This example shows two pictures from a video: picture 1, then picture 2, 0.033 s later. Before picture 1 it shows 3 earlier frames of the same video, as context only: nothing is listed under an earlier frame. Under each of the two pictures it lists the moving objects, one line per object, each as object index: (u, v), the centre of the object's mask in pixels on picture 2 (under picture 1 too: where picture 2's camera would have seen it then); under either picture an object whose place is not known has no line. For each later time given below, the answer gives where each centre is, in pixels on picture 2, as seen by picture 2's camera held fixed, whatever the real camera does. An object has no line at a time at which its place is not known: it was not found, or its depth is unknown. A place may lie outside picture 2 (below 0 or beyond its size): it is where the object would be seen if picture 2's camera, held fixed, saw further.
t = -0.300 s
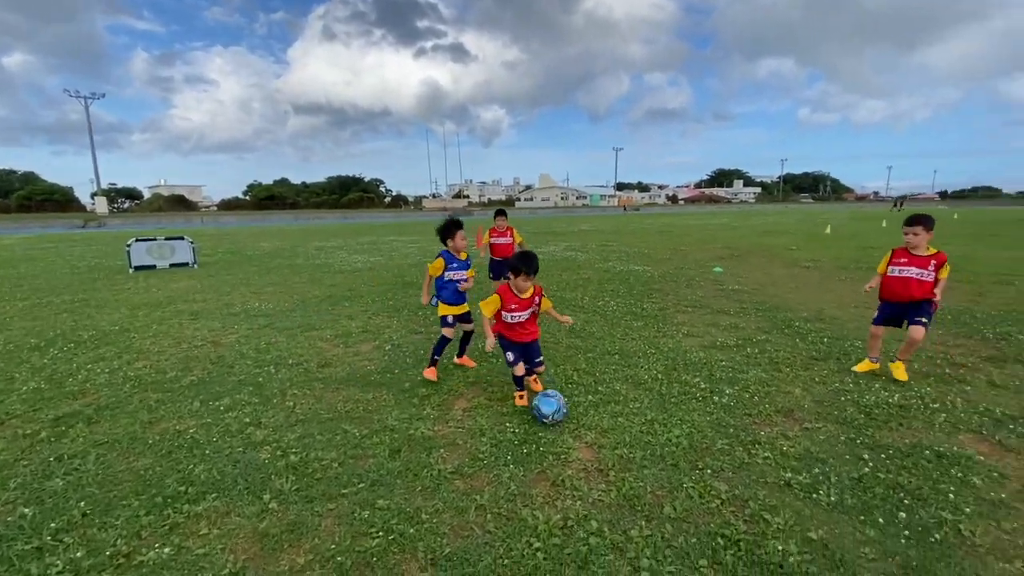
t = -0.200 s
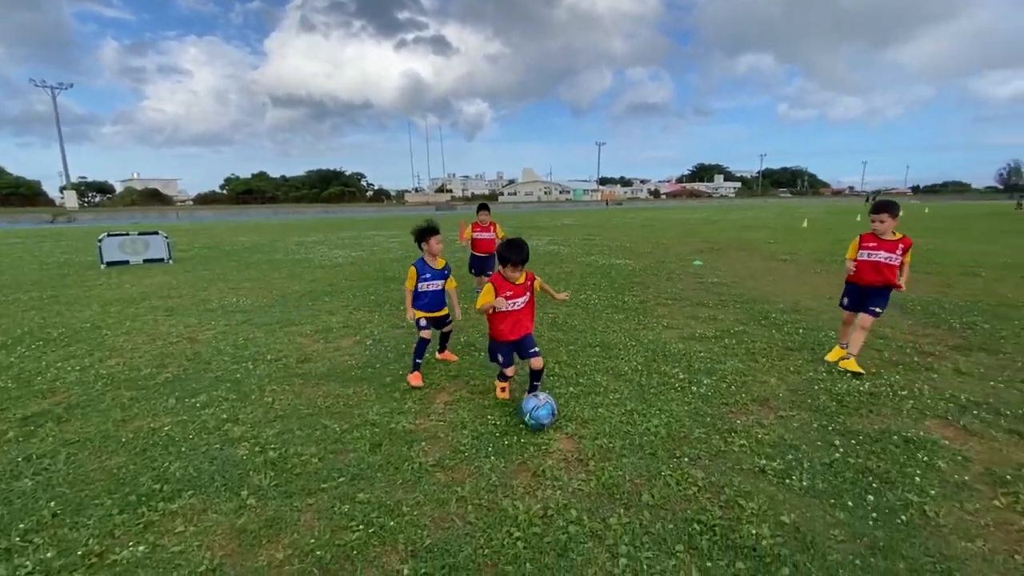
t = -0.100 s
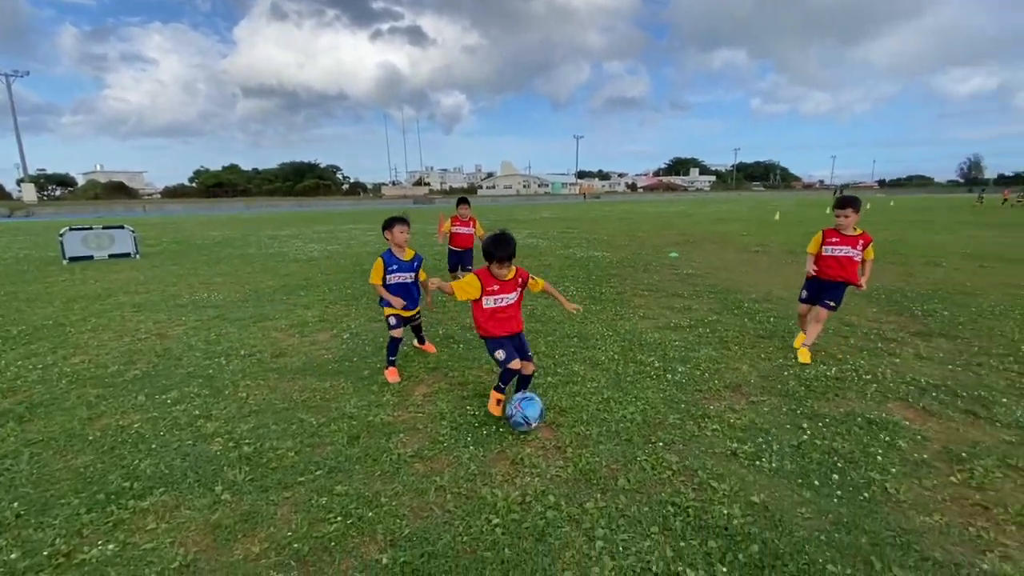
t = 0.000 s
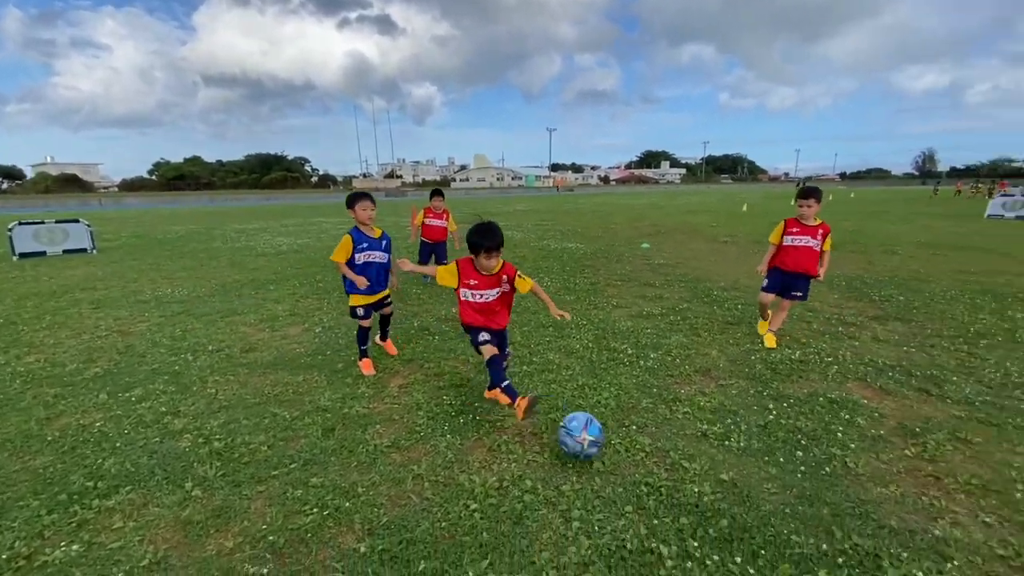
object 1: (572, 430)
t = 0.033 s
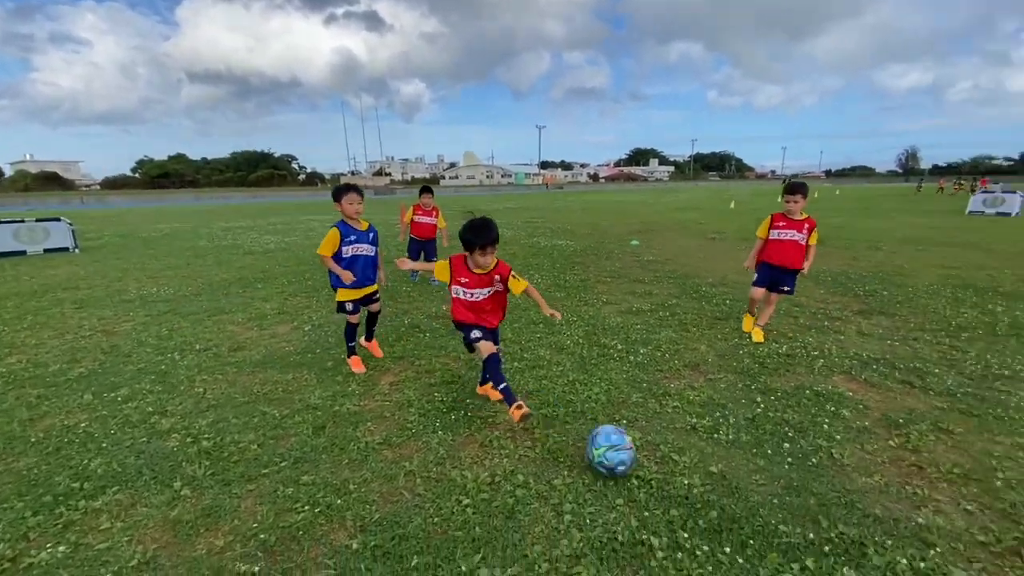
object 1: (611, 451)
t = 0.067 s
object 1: (656, 476)
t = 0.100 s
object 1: (695, 490)
